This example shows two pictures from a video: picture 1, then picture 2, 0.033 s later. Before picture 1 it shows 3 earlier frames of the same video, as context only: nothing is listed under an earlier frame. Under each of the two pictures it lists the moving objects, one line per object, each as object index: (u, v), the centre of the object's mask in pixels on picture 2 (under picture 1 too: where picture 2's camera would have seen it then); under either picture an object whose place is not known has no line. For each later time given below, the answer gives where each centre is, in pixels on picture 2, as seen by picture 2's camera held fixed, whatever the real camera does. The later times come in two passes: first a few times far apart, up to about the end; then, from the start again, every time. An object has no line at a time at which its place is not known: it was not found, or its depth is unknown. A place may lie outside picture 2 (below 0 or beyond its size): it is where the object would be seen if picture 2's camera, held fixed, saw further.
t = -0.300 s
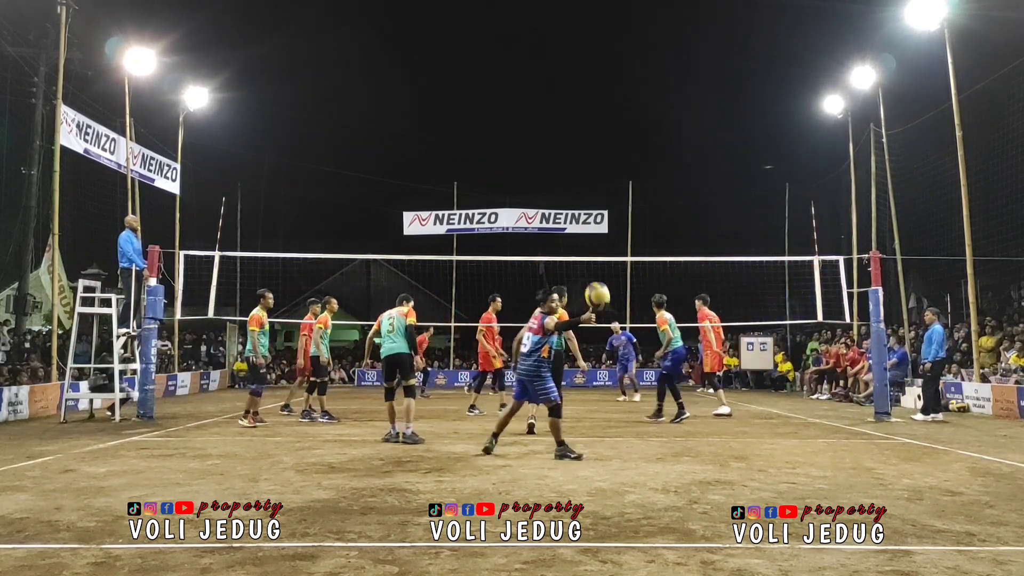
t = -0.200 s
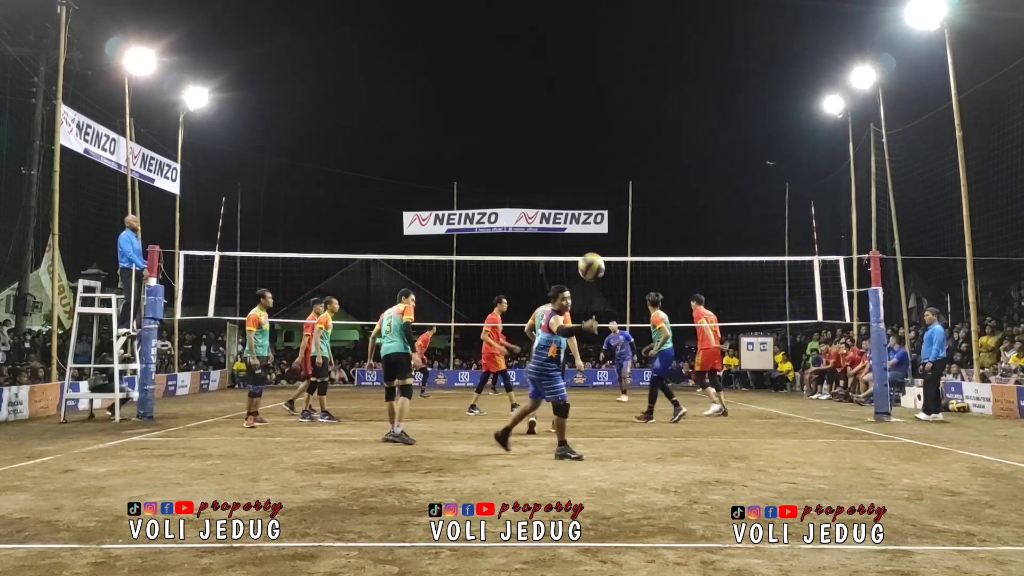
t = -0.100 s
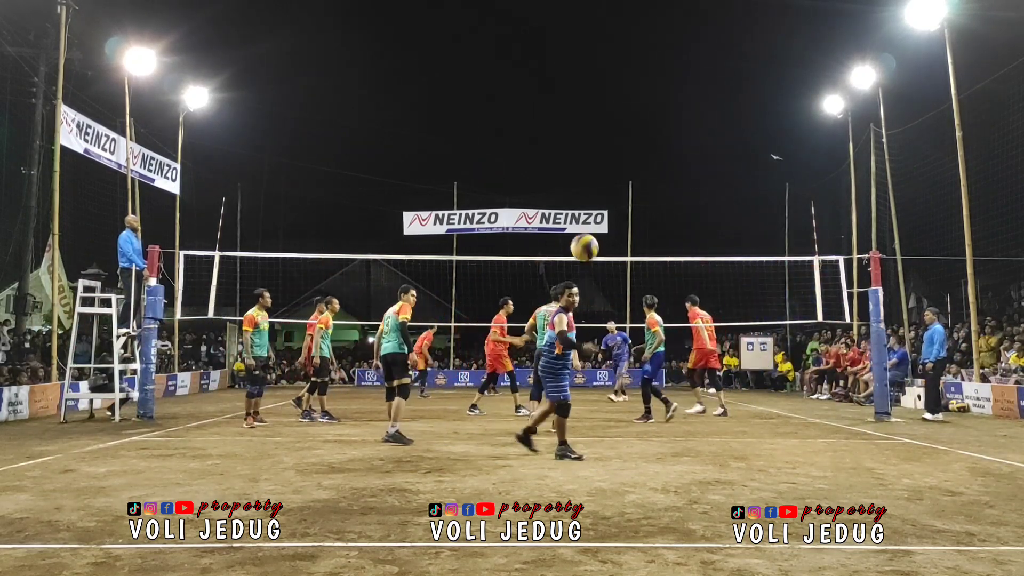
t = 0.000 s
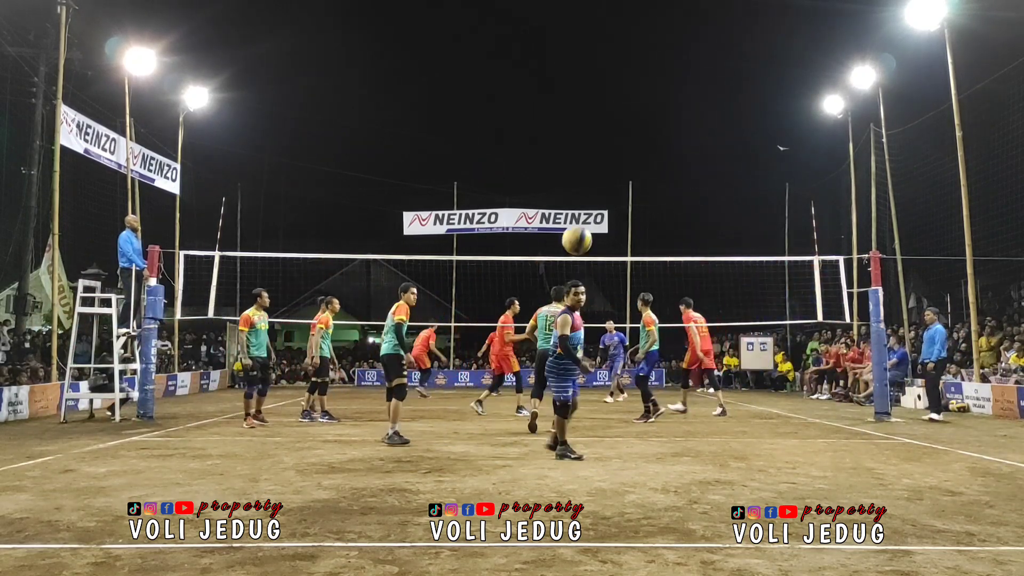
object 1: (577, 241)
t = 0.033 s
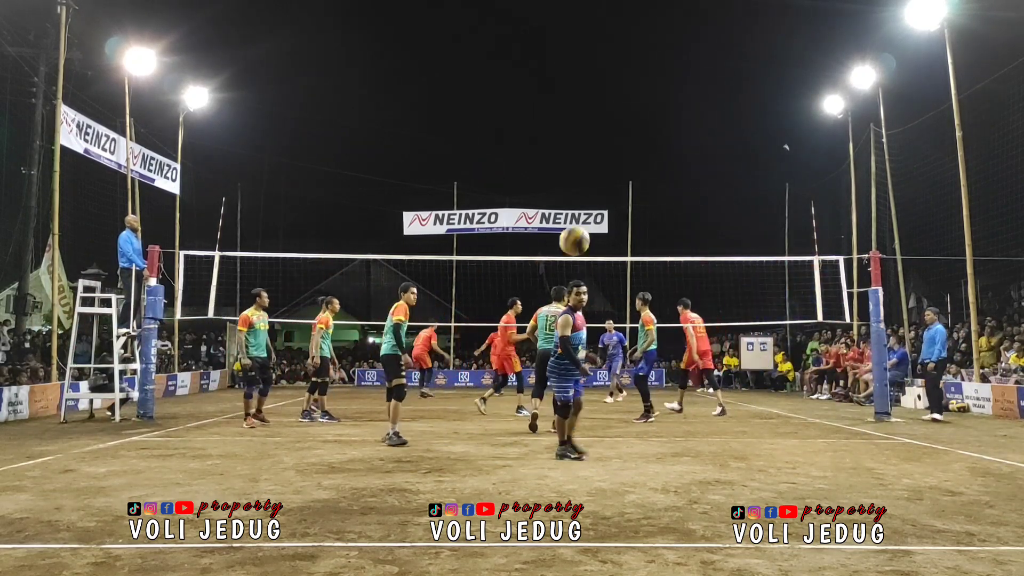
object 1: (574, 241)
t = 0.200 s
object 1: (559, 269)
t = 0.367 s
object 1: (541, 356)
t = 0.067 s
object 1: (571, 243)
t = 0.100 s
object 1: (569, 247)
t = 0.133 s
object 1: (566, 252)
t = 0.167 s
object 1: (563, 260)
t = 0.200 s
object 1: (559, 269)
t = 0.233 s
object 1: (556, 281)
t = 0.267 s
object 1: (552, 294)
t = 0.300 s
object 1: (548, 311)
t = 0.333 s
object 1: (545, 333)
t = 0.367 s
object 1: (541, 356)
